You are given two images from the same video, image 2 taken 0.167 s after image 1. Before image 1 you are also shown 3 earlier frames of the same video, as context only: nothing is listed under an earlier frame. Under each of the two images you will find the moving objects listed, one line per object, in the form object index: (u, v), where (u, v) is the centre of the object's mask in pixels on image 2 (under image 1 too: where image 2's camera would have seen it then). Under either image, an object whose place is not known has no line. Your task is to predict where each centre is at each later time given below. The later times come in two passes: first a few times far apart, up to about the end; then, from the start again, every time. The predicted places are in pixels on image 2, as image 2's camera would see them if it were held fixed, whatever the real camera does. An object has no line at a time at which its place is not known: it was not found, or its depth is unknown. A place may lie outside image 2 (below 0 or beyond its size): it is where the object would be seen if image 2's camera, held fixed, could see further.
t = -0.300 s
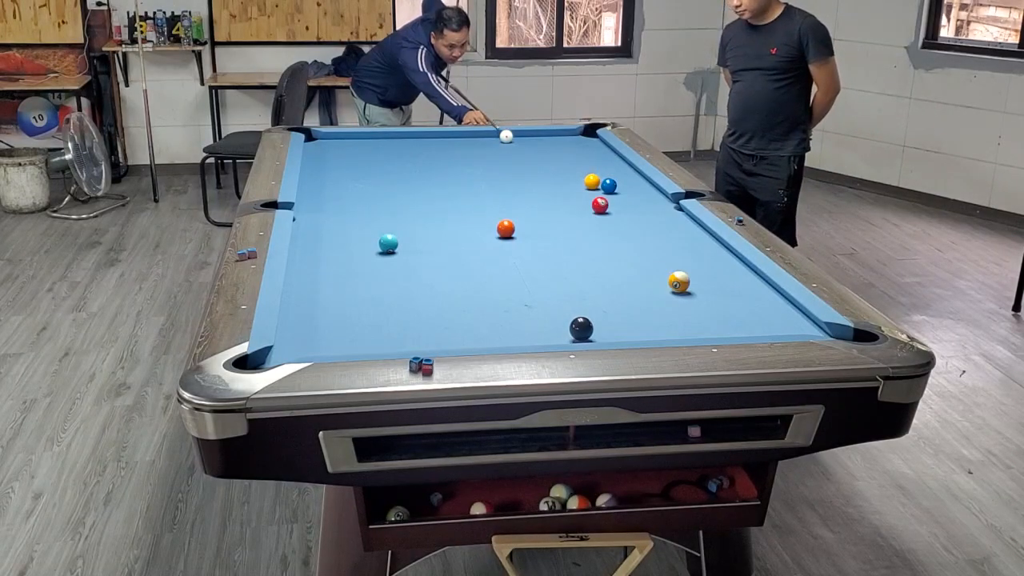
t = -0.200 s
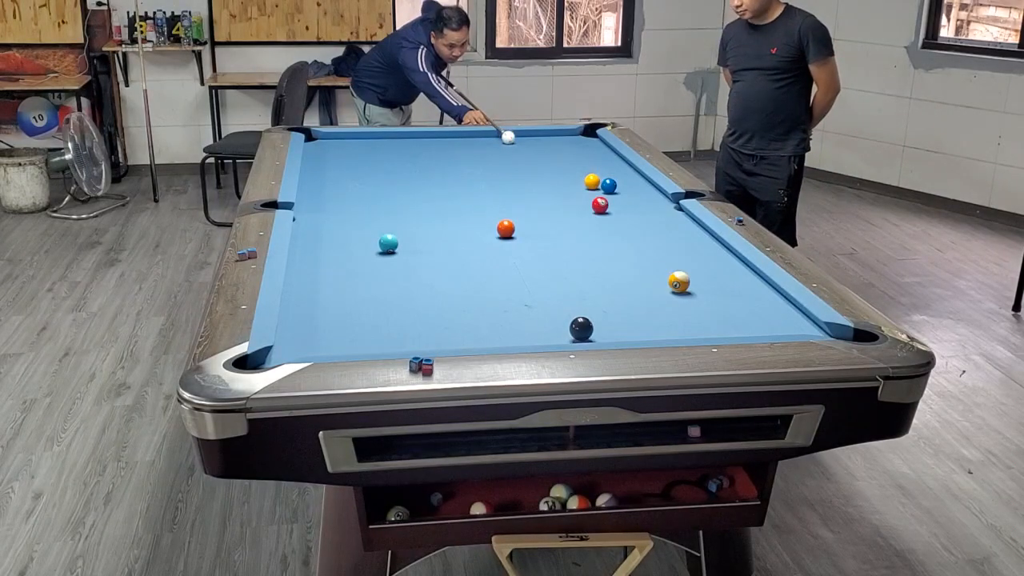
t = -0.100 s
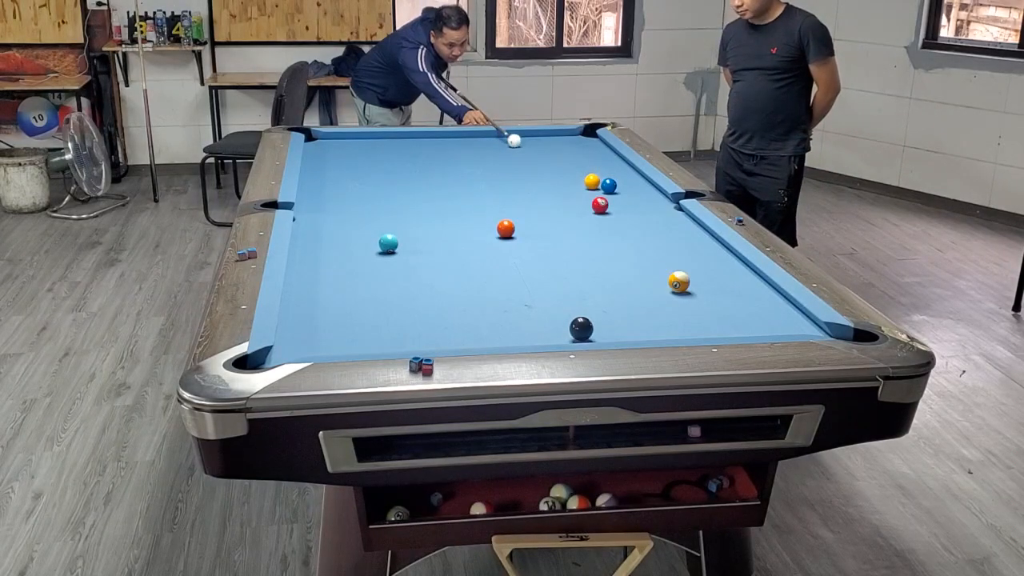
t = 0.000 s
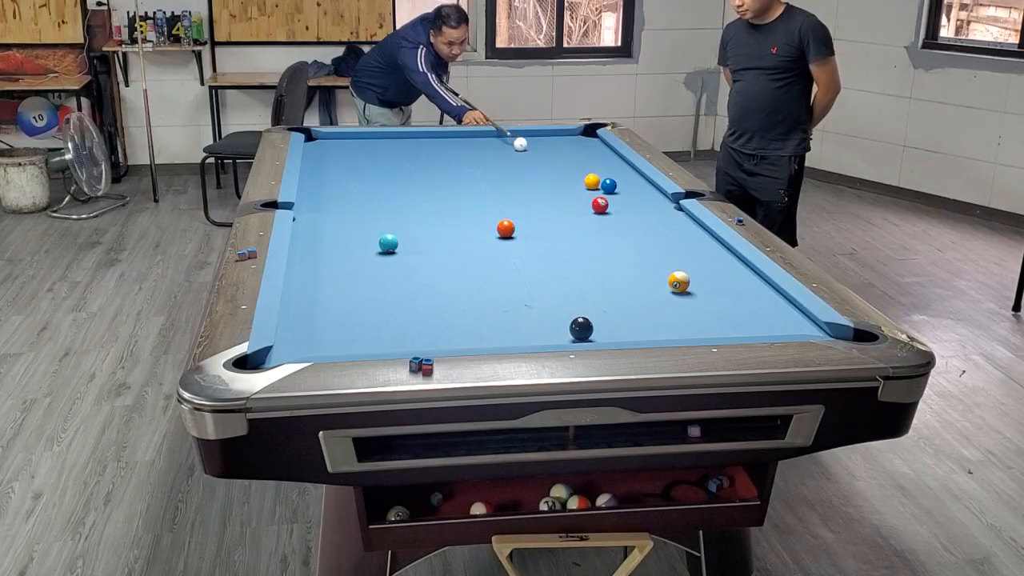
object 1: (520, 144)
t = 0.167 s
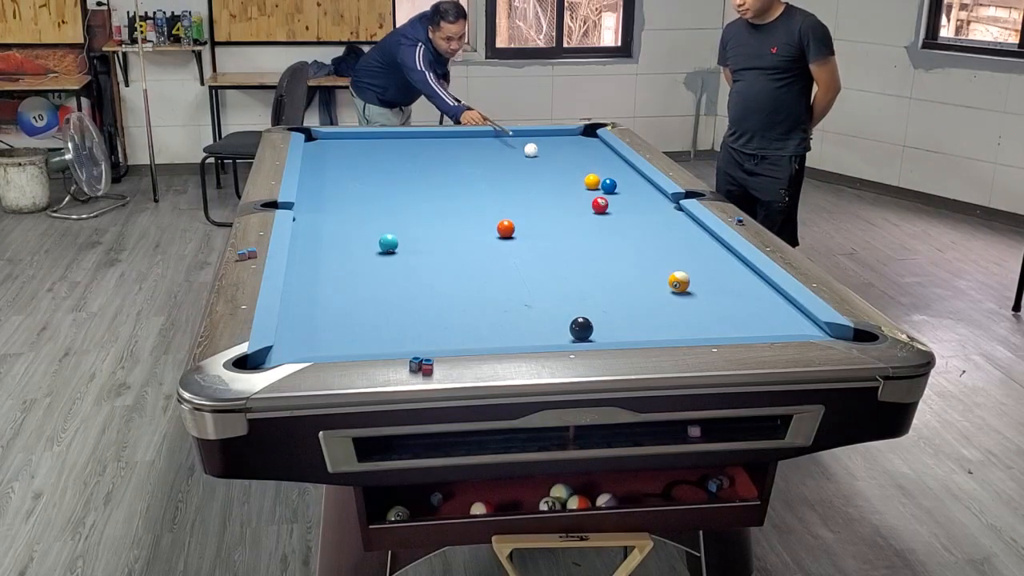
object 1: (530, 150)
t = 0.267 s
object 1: (537, 154)
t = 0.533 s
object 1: (555, 164)
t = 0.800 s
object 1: (574, 174)
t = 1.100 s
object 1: (580, 181)
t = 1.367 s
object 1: (577, 184)
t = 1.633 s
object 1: (576, 188)
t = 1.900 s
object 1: (575, 191)
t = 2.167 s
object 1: (573, 194)
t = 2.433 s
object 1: (572, 196)
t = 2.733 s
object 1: (570, 198)
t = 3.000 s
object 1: (569, 200)
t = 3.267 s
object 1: (568, 202)
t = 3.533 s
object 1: (568, 204)
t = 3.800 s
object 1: (567, 204)
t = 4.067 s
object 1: (568, 205)
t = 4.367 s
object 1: (568, 205)
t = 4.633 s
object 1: (568, 205)
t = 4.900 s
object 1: (568, 205)
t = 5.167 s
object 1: (568, 205)
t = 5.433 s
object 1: (568, 205)
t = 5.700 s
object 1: (568, 205)
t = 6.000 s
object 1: (568, 205)
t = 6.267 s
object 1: (568, 204)
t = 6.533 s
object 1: (568, 205)
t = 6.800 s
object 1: (568, 205)
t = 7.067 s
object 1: (568, 205)
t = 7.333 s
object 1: (568, 205)
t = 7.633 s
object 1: (568, 205)
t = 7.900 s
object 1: (568, 205)
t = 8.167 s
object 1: (568, 205)
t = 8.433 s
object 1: (568, 205)
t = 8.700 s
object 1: (568, 205)
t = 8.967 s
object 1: (568, 205)
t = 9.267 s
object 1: (568, 205)
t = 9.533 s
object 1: (568, 205)
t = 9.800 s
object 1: (569, 205)
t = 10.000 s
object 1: (568, 205)
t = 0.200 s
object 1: (533, 151)
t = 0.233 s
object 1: (535, 152)
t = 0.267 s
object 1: (537, 154)
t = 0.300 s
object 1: (539, 155)
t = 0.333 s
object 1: (541, 156)
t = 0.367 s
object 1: (544, 157)
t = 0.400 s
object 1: (546, 158)
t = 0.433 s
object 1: (548, 160)
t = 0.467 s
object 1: (550, 161)
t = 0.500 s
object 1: (553, 162)
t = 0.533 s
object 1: (555, 164)
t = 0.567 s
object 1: (557, 165)
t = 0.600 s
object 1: (559, 166)
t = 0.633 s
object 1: (562, 167)
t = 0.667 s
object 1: (564, 169)
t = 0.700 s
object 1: (567, 170)
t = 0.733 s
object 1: (569, 171)
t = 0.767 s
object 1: (571, 173)
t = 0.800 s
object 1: (574, 174)
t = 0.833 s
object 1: (577, 175)
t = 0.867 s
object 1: (579, 177)
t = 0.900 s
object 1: (580, 178)
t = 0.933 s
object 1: (581, 178)
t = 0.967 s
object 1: (581, 179)
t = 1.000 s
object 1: (580, 179)
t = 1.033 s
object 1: (580, 180)
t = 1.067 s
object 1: (580, 180)
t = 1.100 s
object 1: (580, 181)
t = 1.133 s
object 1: (579, 181)
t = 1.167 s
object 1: (579, 182)
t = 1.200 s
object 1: (578, 182)
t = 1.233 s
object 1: (578, 183)
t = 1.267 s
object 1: (578, 183)
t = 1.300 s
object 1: (578, 183)
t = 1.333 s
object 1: (578, 184)
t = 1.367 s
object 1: (577, 184)
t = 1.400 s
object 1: (577, 185)
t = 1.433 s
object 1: (577, 185)
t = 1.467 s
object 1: (577, 186)
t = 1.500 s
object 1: (577, 186)
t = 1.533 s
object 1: (576, 186)
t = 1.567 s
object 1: (576, 187)
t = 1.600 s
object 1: (576, 187)
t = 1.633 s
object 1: (576, 188)
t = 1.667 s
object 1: (576, 188)
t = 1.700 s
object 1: (575, 189)
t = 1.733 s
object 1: (575, 189)
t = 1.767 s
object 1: (575, 189)
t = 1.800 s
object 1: (575, 190)
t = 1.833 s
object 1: (575, 190)
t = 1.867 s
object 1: (575, 191)
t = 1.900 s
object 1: (575, 191)
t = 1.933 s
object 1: (574, 191)
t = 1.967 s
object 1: (574, 191)
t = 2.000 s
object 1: (574, 192)
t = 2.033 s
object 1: (574, 192)
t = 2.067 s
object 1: (574, 193)
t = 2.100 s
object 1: (573, 193)
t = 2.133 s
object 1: (573, 194)
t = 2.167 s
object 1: (573, 194)
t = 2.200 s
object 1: (573, 194)
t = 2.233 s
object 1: (573, 195)
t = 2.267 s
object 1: (572, 195)
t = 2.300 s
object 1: (572, 195)
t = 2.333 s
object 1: (572, 195)
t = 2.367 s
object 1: (572, 196)
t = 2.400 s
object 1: (572, 196)
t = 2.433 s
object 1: (572, 196)
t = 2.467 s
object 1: (571, 197)
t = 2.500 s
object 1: (571, 197)
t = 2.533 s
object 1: (571, 197)
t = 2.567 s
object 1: (571, 197)
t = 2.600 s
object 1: (571, 198)
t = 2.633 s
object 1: (571, 198)
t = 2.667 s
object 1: (571, 198)
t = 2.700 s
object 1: (570, 198)
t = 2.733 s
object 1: (570, 198)
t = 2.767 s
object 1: (570, 199)
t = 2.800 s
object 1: (570, 199)
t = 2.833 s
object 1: (570, 200)
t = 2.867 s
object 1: (569, 200)
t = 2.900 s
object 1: (569, 200)
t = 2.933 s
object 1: (569, 200)
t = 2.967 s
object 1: (569, 200)
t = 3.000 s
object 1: (569, 200)
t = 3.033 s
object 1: (569, 201)
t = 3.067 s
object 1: (569, 201)
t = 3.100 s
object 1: (568, 201)
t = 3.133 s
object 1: (568, 202)
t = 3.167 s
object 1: (568, 202)
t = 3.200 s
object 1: (568, 202)
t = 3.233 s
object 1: (568, 202)
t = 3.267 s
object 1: (568, 202)
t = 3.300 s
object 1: (568, 202)
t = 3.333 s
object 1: (568, 203)
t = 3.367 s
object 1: (568, 203)
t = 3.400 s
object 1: (568, 203)
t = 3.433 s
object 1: (568, 203)
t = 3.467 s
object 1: (568, 203)
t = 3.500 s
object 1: (568, 203)
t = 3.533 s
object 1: (568, 204)
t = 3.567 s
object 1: (568, 204)
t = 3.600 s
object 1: (568, 204)
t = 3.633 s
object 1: (568, 204)
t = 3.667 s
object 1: (568, 204)
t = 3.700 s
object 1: (568, 204)
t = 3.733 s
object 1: (567, 204)
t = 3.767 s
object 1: (567, 204)
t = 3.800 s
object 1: (567, 204)
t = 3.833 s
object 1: (567, 204)
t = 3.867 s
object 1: (567, 204)
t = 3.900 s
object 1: (567, 204)
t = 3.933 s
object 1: (567, 205)
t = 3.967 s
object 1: (567, 205)
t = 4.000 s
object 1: (567, 205)
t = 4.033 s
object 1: (567, 205)
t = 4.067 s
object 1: (568, 205)
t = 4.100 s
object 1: (568, 205)
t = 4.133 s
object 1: (568, 205)
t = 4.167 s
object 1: (568, 205)
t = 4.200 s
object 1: (568, 205)
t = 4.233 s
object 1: (568, 205)
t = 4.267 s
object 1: (568, 205)
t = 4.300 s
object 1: (568, 205)
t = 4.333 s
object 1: (568, 205)
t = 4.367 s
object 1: (568, 205)
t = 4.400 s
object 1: (568, 205)
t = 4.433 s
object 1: (568, 205)
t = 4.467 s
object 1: (568, 205)
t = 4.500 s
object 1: (568, 205)
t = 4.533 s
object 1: (568, 205)
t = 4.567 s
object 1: (568, 205)
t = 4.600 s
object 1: (568, 205)
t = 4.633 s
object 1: (568, 205)
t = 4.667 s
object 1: (568, 205)
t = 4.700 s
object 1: (568, 205)
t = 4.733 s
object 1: (568, 205)
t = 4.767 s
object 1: (568, 205)
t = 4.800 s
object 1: (568, 205)
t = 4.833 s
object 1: (568, 205)
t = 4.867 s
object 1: (568, 205)
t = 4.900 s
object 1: (568, 205)
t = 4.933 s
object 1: (568, 205)
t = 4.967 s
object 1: (568, 205)
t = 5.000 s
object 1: (568, 205)
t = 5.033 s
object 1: (568, 205)
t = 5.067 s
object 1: (568, 205)
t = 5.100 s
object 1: (568, 205)
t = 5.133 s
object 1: (568, 205)
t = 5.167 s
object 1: (568, 205)
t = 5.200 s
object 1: (568, 205)
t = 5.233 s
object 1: (568, 205)
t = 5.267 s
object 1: (568, 205)
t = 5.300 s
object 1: (568, 204)
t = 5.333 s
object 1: (568, 204)
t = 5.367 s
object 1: (568, 205)
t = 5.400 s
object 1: (568, 205)
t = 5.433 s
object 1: (568, 205)
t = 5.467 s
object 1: (568, 204)
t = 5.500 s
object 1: (568, 205)
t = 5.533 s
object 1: (568, 204)
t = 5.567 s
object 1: (568, 205)
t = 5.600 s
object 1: (568, 205)
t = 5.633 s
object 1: (568, 205)
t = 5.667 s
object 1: (568, 205)
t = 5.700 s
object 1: (568, 205)
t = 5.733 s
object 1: (568, 205)
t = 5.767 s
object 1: (568, 205)
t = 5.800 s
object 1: (568, 205)
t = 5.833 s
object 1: (568, 204)
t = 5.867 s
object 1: (568, 205)
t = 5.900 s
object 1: (568, 204)
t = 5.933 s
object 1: (568, 205)
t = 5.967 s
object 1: (568, 204)
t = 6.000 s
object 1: (568, 205)
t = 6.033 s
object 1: (568, 204)
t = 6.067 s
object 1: (568, 204)
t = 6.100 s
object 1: (568, 205)
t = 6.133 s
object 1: (568, 205)
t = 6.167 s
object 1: (568, 204)
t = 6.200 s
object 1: (568, 205)
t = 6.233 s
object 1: (568, 204)
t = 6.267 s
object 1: (568, 204)
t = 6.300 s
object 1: (568, 205)
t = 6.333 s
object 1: (568, 205)
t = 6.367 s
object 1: (568, 204)
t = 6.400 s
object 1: (568, 204)
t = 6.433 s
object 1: (568, 205)
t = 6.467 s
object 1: (568, 205)
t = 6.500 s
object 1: (568, 205)
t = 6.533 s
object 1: (568, 205)
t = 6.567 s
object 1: (568, 205)
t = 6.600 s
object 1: (568, 205)
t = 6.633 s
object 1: (568, 205)
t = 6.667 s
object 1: (568, 205)
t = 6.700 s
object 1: (568, 205)
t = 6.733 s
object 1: (568, 205)
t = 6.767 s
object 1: (568, 205)
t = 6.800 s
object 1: (568, 205)
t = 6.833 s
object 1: (568, 205)
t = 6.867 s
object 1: (568, 205)
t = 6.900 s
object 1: (568, 205)
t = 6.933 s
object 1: (568, 205)
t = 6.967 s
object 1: (568, 205)
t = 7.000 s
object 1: (568, 205)
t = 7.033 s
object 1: (568, 205)
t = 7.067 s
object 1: (568, 205)
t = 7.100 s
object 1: (568, 205)
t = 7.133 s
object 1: (568, 205)
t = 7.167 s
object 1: (568, 205)
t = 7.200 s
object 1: (568, 205)
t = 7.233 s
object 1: (568, 205)
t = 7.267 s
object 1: (568, 205)
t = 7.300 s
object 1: (568, 205)
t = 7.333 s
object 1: (568, 205)
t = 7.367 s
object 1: (568, 205)
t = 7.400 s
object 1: (568, 205)
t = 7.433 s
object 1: (568, 205)
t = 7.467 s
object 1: (568, 205)
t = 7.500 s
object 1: (568, 205)
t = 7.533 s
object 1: (568, 205)
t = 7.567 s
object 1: (568, 205)
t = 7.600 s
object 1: (568, 205)
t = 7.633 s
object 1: (568, 205)
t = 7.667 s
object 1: (568, 205)
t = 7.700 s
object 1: (568, 205)
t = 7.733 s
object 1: (568, 205)
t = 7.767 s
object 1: (568, 205)
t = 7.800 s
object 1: (568, 205)
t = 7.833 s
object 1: (568, 205)
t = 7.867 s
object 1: (568, 205)
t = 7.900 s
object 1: (568, 205)
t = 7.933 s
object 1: (568, 205)
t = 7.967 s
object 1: (568, 205)
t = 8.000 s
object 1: (568, 205)
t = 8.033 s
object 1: (568, 205)
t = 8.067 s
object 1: (568, 205)
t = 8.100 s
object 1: (568, 205)
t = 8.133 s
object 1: (568, 205)
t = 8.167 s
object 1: (568, 205)
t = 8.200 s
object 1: (568, 205)
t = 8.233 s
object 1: (568, 205)
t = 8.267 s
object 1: (568, 205)
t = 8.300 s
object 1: (568, 205)
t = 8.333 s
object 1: (568, 205)
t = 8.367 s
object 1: (568, 205)
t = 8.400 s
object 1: (568, 205)
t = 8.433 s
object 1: (568, 205)
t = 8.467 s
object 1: (568, 205)
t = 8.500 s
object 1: (568, 205)
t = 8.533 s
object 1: (568, 205)
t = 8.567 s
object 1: (568, 205)
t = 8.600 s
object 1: (568, 205)
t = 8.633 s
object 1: (568, 205)
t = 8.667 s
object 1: (568, 205)
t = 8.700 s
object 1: (568, 205)
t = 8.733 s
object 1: (568, 205)
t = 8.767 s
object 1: (568, 205)
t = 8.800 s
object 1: (568, 205)
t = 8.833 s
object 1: (568, 205)
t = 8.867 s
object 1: (568, 205)
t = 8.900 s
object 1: (568, 205)
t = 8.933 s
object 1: (568, 205)
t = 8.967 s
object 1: (568, 205)
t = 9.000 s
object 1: (568, 205)
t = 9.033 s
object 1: (568, 205)
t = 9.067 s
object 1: (568, 205)
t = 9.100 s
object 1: (568, 205)
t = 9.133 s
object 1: (568, 205)
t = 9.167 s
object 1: (568, 205)
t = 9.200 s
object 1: (568, 205)
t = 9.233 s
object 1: (568, 205)
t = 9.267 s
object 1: (568, 205)
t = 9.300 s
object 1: (568, 205)
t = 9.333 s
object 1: (568, 205)
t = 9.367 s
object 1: (568, 205)
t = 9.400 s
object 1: (568, 205)
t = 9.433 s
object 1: (568, 205)
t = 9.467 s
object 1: (568, 205)
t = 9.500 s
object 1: (568, 205)
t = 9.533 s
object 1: (568, 205)
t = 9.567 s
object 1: (568, 205)
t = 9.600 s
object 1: (568, 205)
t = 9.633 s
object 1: (568, 205)
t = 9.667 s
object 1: (568, 205)
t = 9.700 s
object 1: (568, 205)
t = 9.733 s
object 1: (569, 205)
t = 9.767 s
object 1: (569, 205)
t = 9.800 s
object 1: (569, 205)
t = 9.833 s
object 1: (568, 205)
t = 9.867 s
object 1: (568, 205)
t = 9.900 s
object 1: (568, 205)
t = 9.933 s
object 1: (568, 205)
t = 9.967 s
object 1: (568, 205)
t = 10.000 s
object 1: (568, 205)
